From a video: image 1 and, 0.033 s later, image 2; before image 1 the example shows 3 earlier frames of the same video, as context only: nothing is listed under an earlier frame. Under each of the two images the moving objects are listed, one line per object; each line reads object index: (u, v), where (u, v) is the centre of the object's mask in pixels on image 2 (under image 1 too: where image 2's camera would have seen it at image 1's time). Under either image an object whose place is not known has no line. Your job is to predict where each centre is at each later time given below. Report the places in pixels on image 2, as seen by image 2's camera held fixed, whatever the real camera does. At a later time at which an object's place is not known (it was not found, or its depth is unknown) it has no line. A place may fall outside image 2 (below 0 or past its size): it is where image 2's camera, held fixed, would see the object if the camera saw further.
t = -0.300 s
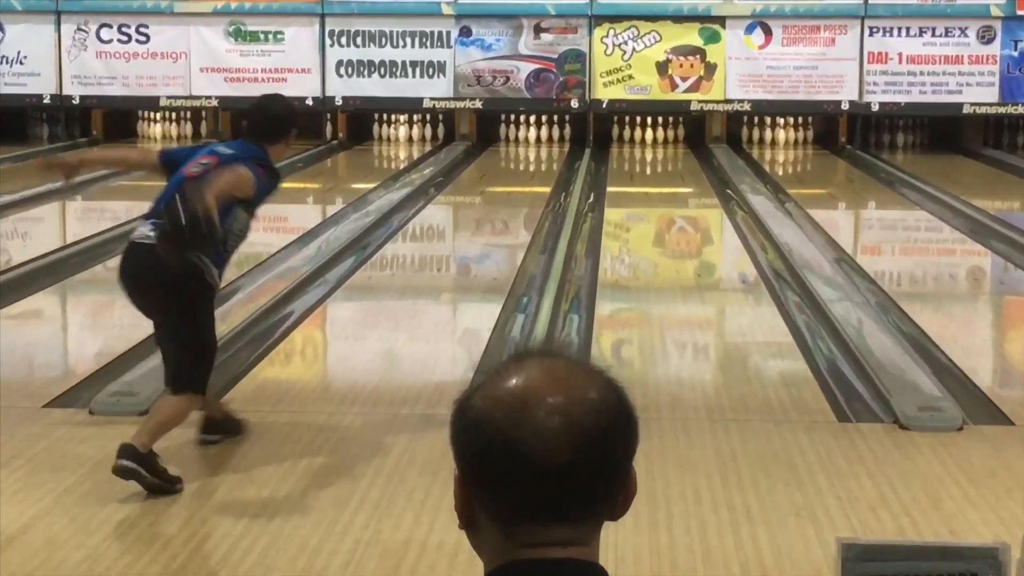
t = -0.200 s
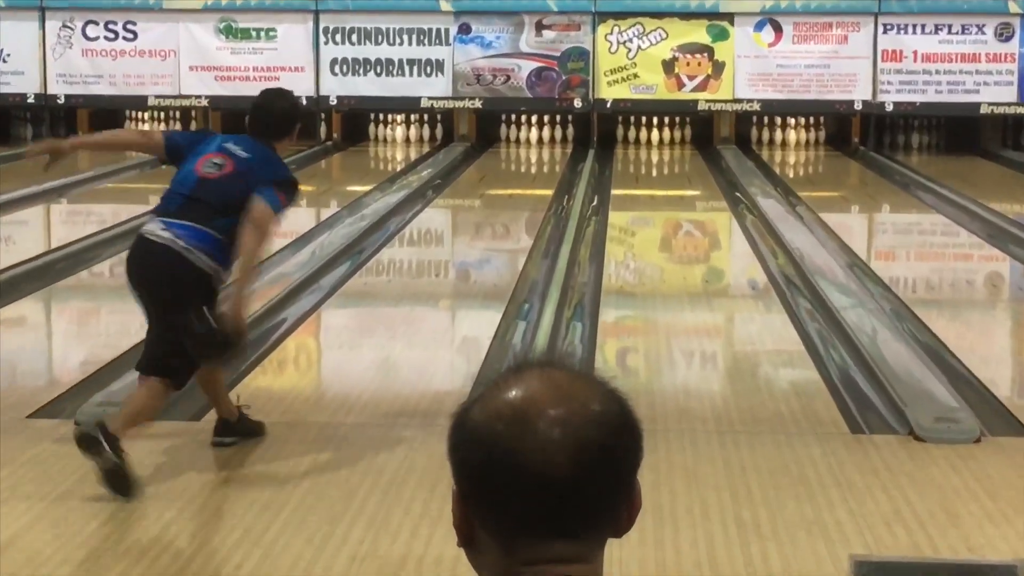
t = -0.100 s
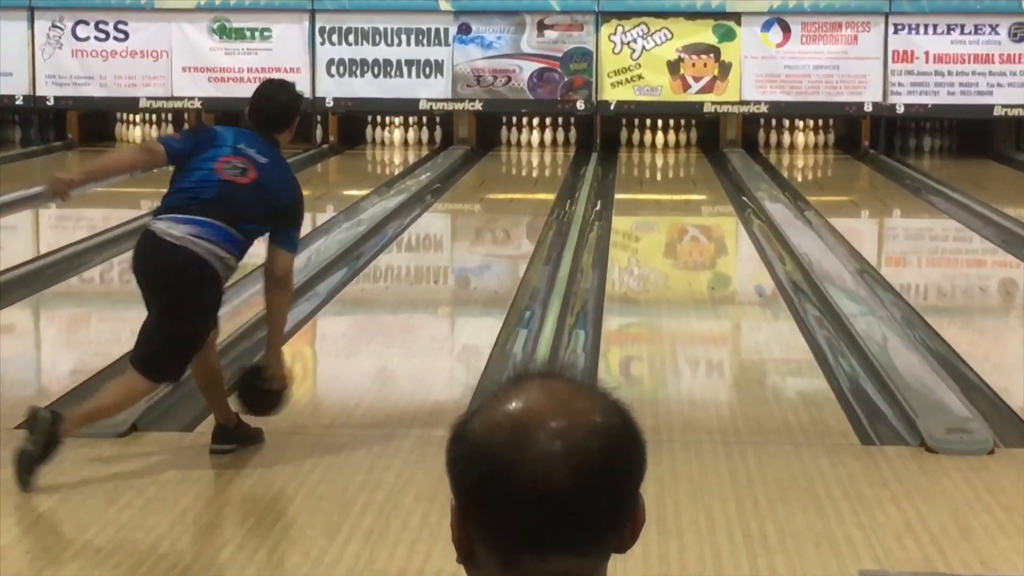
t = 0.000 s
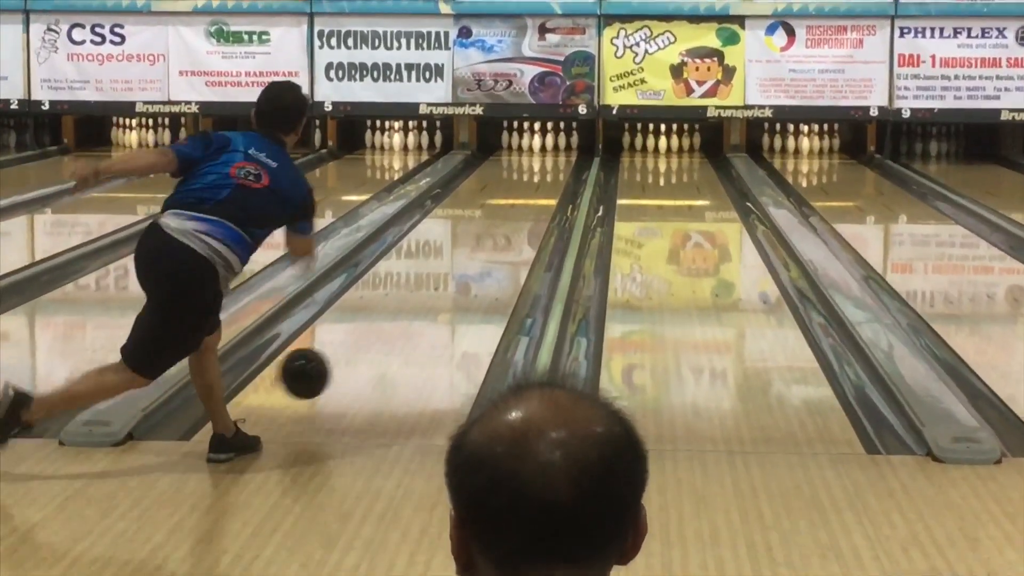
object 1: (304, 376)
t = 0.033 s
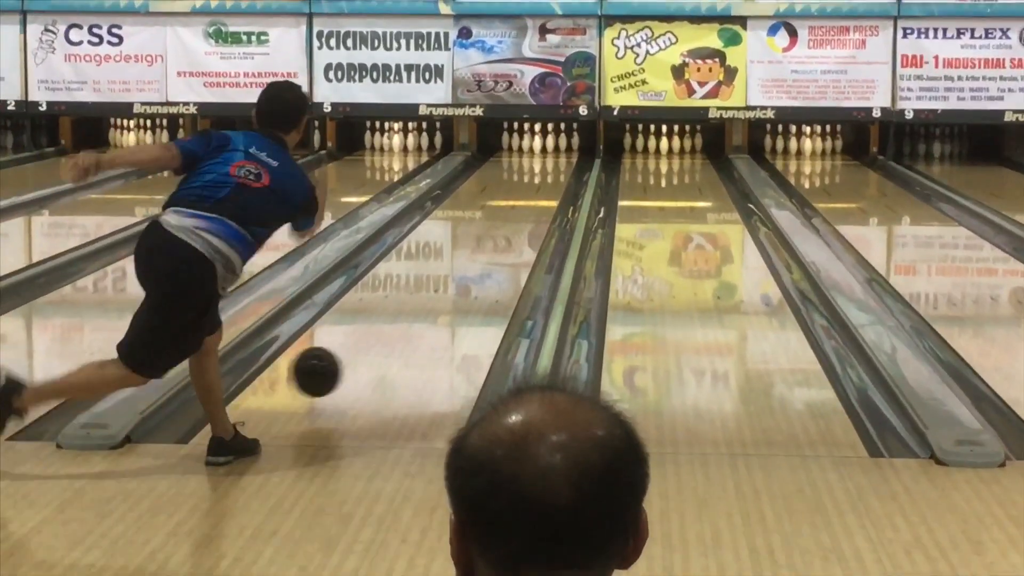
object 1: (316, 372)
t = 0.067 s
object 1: (329, 370)
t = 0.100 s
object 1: (340, 366)
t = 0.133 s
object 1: (350, 356)
